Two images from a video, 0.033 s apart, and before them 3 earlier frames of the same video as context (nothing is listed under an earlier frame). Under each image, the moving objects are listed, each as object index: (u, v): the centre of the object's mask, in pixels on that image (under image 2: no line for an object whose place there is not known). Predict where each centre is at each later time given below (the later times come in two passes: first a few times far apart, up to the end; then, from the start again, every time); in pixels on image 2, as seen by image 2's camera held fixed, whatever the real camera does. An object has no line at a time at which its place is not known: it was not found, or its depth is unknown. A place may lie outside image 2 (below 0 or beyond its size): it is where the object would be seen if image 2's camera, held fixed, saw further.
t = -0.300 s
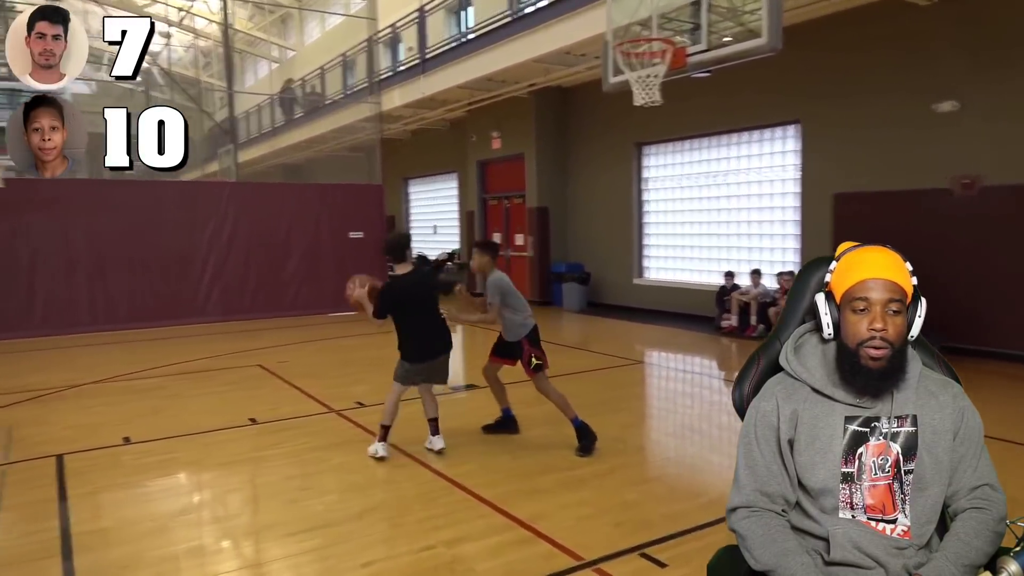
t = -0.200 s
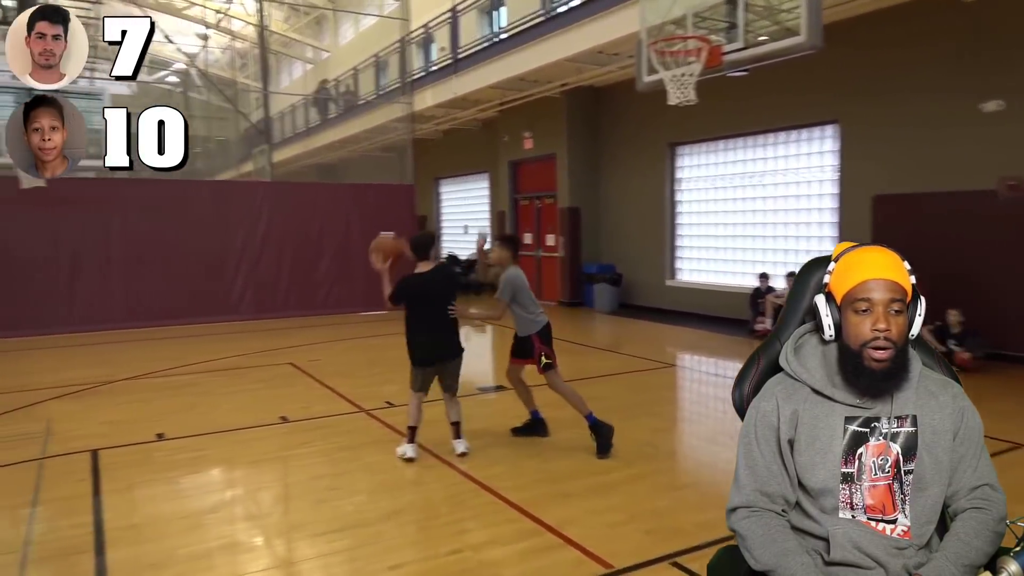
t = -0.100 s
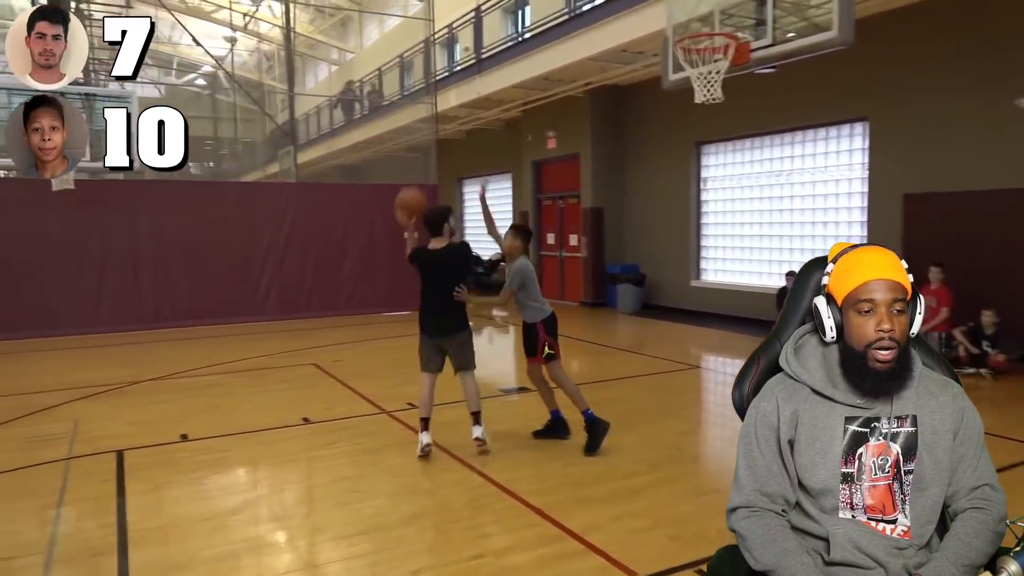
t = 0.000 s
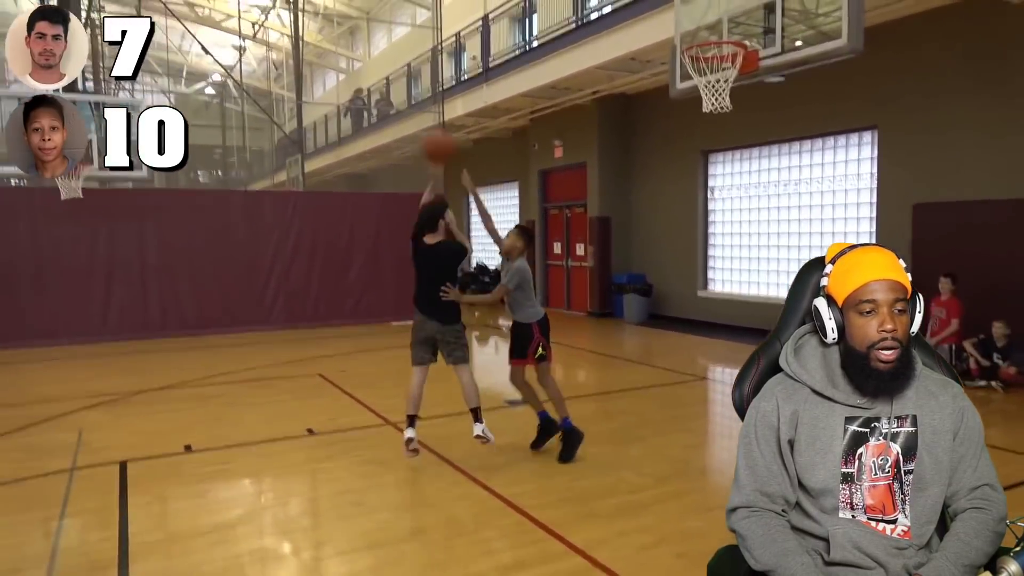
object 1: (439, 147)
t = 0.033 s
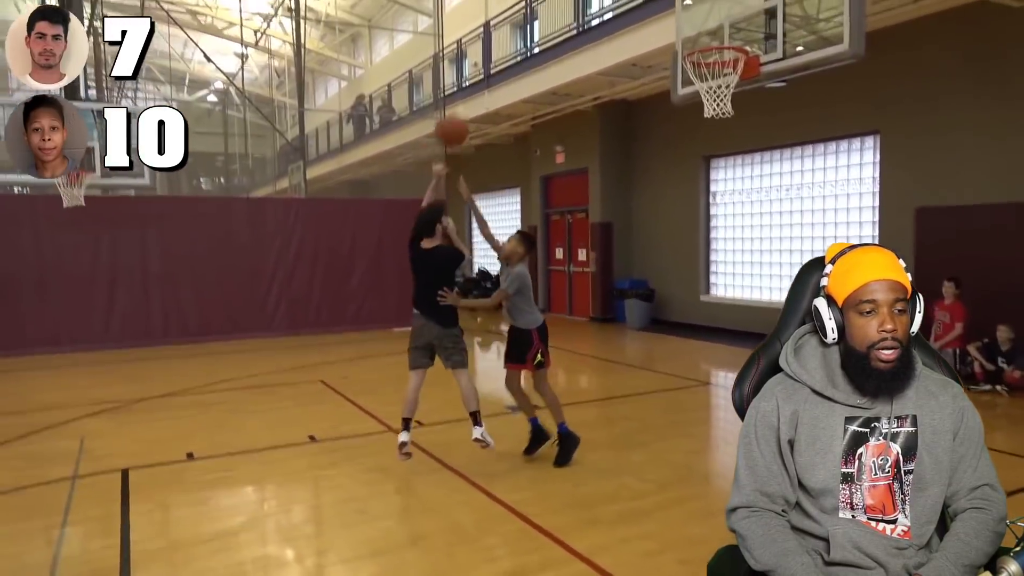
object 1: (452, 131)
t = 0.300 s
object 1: (553, 9)
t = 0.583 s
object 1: (655, -16)
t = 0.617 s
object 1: (666, -11)
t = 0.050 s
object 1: (458, 121)
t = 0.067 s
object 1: (465, 110)
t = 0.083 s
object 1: (470, 101)
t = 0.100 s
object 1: (476, 92)
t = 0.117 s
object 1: (482, 83)
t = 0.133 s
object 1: (489, 75)
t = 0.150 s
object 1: (495, 67)
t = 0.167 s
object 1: (501, 58)
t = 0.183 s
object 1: (508, 50)
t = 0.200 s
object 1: (514, 43)
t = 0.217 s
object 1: (521, 36)
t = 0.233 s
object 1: (527, 31)
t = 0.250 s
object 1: (533, 24)
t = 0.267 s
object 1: (540, 18)
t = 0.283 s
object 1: (547, 13)
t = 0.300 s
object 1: (553, 9)
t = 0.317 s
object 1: (559, 4)
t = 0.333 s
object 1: (565, 0)
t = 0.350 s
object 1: (571, -4)
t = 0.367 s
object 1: (577, -7)
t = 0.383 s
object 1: (583, -10)
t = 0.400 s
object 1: (589, -13)
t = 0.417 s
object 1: (595, -15)
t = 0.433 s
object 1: (601, -17)
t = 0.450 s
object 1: (608, -18)
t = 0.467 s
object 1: (614, -19)
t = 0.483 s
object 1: (620, -20)
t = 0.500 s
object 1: (626, -20)
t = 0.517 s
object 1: (632, -20)
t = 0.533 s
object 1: (638, -19)
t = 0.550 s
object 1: (643, -18)
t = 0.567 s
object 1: (649, -16)
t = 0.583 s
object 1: (655, -16)
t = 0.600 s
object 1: (660, -14)
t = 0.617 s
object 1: (666, -11)
